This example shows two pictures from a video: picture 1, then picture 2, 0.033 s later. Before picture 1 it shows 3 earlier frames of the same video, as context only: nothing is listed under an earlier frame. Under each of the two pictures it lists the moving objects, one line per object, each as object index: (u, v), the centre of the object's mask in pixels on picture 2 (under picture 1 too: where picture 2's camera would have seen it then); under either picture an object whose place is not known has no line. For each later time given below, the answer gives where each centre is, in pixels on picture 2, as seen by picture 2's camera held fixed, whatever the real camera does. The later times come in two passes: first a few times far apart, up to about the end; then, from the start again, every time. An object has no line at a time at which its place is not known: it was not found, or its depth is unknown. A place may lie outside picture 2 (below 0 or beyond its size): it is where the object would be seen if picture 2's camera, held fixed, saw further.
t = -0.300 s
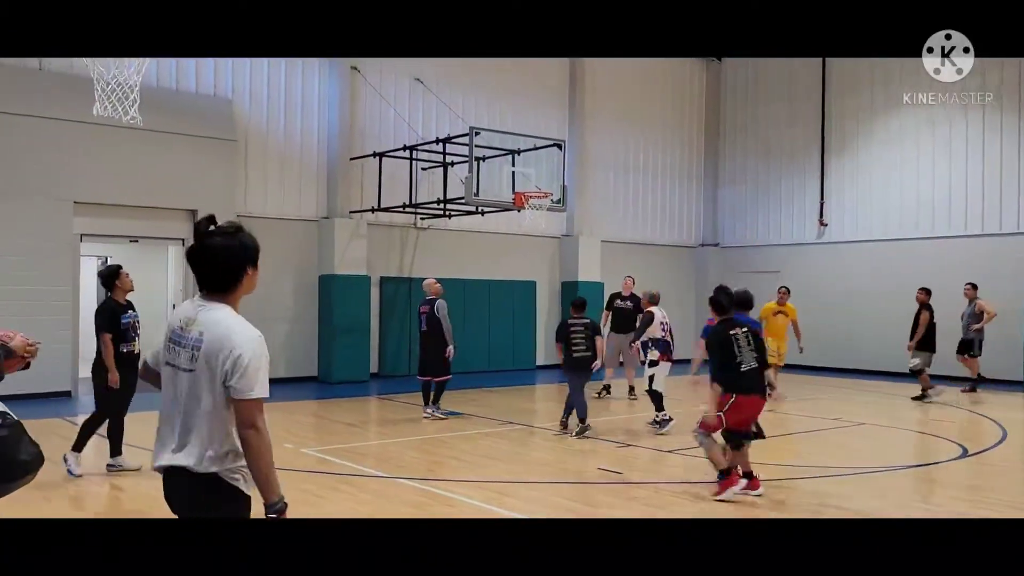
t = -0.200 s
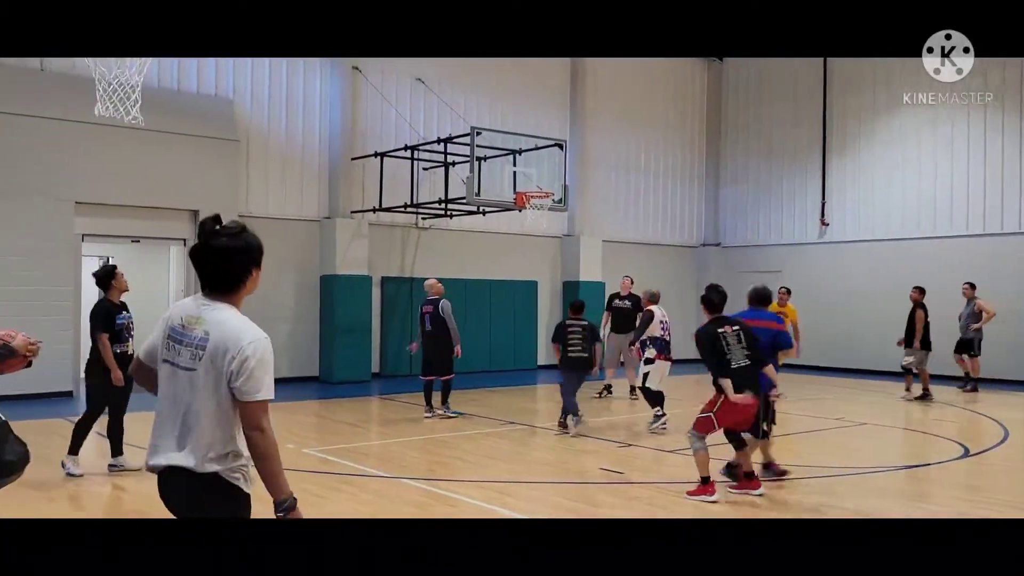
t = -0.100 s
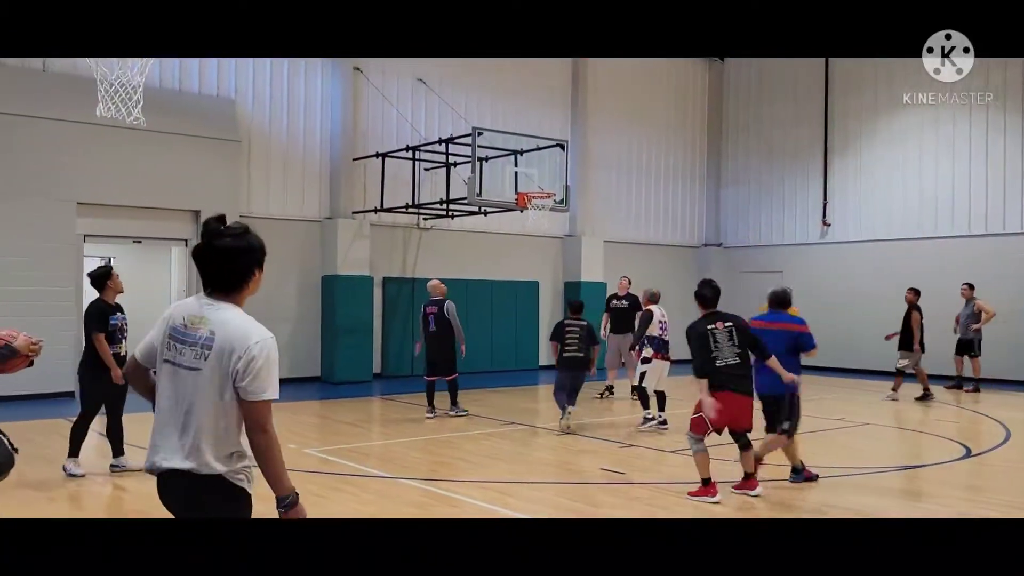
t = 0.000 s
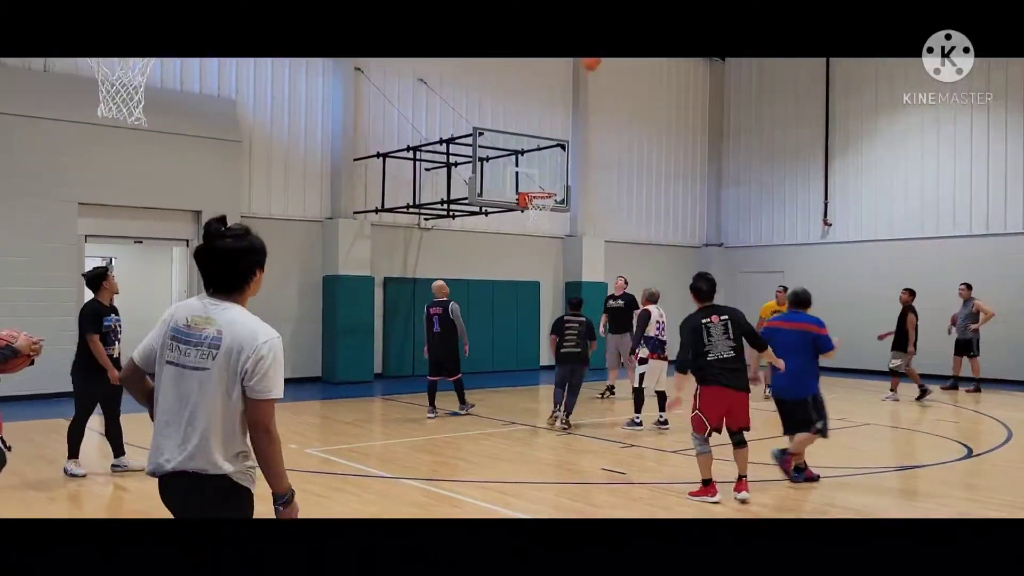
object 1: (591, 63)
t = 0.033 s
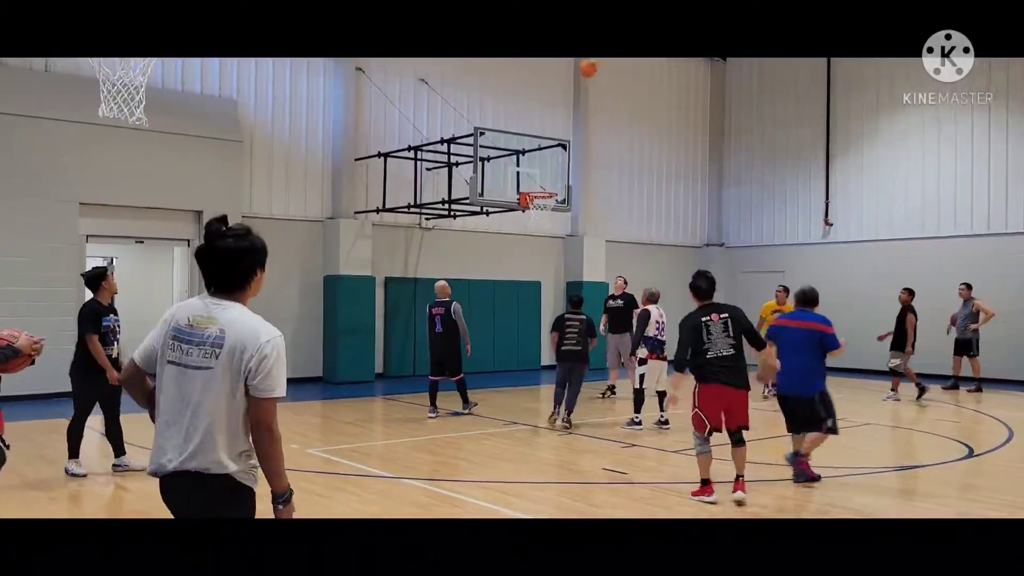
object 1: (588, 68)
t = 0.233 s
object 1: (566, 121)
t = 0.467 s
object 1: (538, 187)
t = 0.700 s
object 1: (555, 138)
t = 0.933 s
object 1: (580, 118)
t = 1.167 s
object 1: (604, 133)
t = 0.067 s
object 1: (584, 74)
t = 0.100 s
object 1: (580, 83)
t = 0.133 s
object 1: (576, 92)
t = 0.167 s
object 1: (572, 101)
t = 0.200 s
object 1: (569, 111)
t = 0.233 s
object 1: (566, 121)
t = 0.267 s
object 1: (561, 134)
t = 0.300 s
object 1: (558, 144)
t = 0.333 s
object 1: (554, 155)
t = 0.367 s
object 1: (550, 168)
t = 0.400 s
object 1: (548, 181)
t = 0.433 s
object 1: (545, 192)
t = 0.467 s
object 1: (538, 187)
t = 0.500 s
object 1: (535, 185)
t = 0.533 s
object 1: (538, 175)
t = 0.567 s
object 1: (541, 166)
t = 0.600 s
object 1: (545, 159)
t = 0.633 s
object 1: (548, 152)
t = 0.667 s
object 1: (552, 144)
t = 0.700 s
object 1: (555, 138)
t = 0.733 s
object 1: (559, 133)
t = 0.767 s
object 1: (563, 129)
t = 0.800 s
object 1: (566, 126)
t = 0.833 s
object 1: (570, 122)
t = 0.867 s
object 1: (572, 120)
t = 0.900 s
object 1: (577, 118)
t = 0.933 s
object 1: (580, 118)
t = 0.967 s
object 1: (584, 118)
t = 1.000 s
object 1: (587, 118)
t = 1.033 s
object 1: (591, 120)
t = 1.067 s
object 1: (594, 122)
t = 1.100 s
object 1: (597, 125)
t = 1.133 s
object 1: (601, 129)
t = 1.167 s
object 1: (604, 133)
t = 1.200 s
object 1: (608, 138)
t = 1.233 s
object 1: (611, 145)
